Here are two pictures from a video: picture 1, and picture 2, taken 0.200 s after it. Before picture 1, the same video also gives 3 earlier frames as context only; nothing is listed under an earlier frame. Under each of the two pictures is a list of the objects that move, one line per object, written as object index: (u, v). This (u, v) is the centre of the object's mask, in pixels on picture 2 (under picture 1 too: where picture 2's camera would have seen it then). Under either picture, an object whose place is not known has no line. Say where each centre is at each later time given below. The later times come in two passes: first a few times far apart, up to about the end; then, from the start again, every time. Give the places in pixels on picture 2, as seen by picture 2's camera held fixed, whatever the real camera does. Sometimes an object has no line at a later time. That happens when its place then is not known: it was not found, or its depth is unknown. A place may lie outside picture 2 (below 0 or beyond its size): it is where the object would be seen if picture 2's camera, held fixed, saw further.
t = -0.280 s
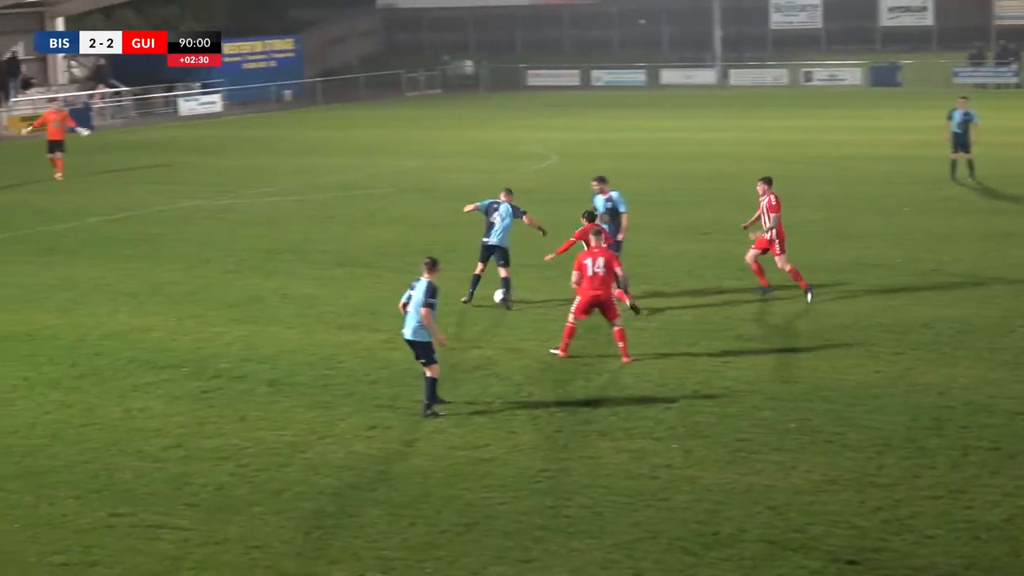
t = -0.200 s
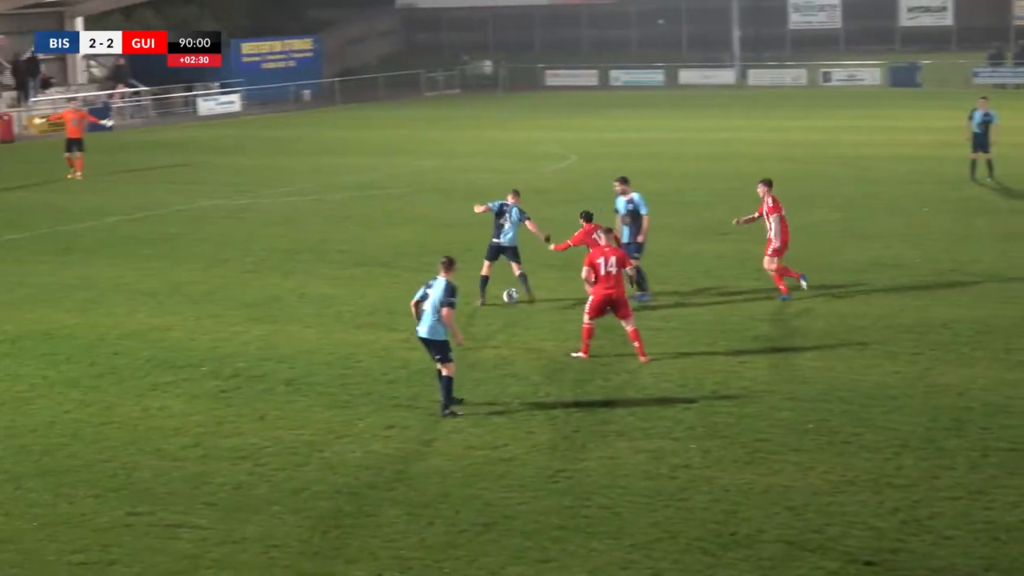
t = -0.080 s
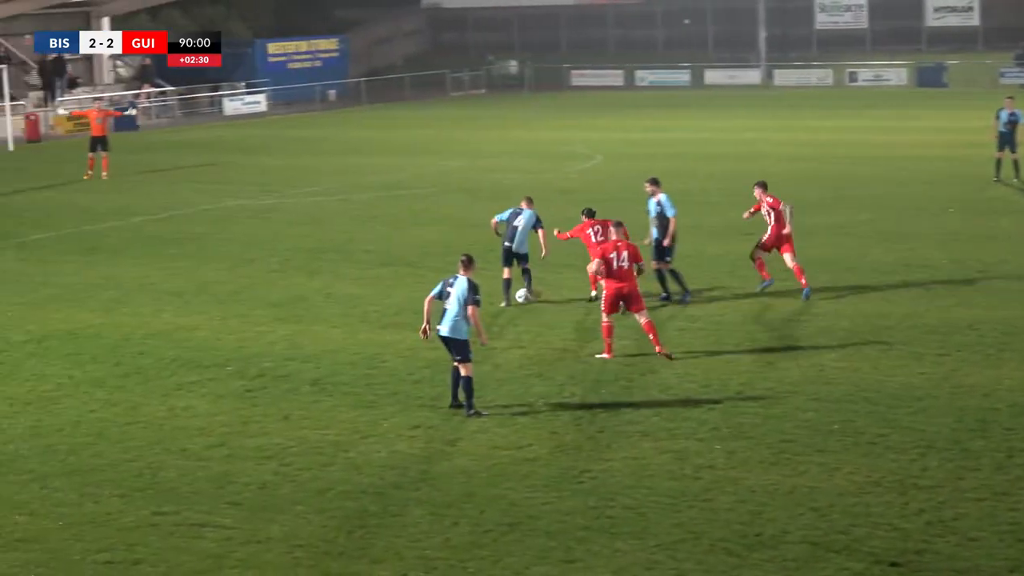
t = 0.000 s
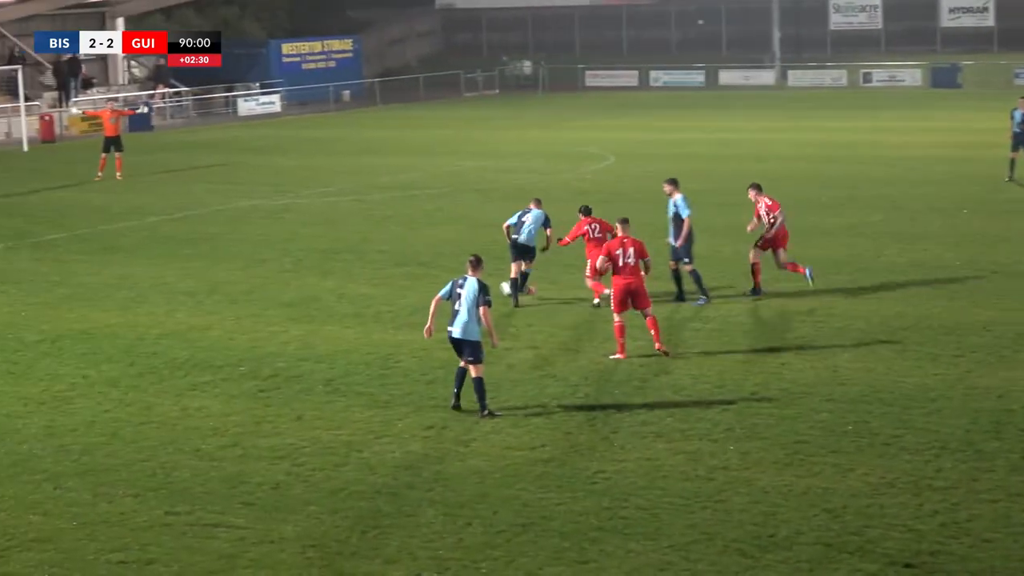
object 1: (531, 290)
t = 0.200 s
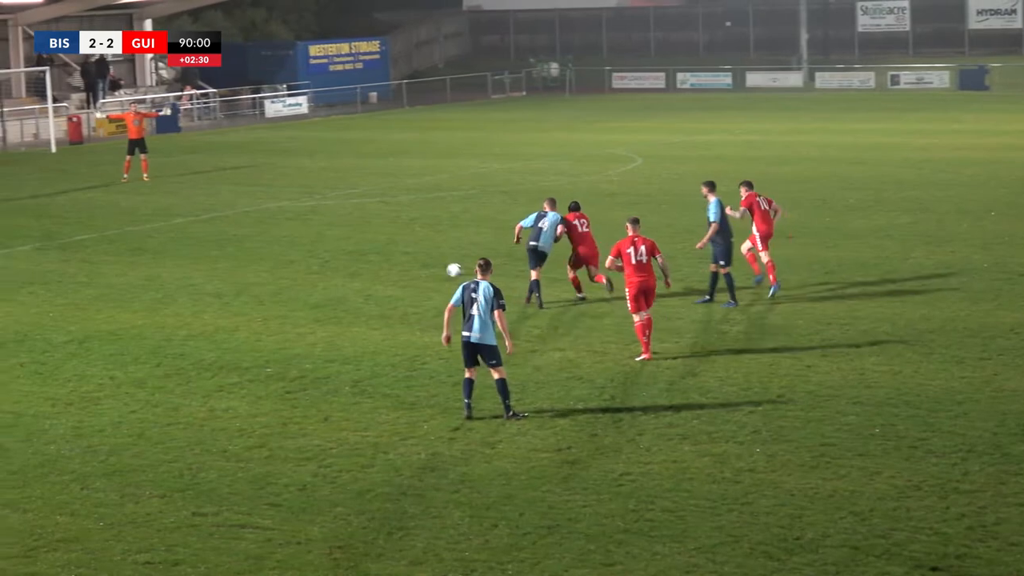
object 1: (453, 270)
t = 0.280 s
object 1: (428, 261)
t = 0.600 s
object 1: (337, 242)
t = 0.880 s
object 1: (277, 230)
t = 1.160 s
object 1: (231, 222)
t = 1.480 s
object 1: (193, 214)
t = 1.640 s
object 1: (175, 211)
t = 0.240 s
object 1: (441, 265)
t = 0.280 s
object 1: (428, 261)
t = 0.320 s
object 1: (415, 258)
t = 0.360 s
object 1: (403, 256)
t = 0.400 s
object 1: (391, 254)
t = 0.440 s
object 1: (379, 251)
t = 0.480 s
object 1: (368, 248)
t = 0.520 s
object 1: (358, 246)
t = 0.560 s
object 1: (348, 244)
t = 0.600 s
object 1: (337, 242)
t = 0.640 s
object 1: (328, 240)
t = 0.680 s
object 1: (319, 237)
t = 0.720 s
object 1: (310, 235)
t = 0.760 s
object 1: (301, 233)
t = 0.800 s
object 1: (292, 233)
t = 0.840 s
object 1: (284, 232)
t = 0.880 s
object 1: (277, 230)
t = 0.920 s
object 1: (269, 229)
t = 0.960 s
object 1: (262, 228)
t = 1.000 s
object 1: (255, 227)
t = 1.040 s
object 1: (248, 225)
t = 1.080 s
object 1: (242, 224)
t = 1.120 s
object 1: (237, 223)
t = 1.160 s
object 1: (231, 222)
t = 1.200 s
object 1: (225, 221)
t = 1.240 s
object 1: (220, 219)
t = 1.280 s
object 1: (215, 218)
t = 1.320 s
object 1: (210, 218)
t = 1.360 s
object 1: (206, 217)
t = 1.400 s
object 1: (201, 217)
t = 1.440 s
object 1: (197, 215)
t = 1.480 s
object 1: (193, 214)
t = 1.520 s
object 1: (188, 214)
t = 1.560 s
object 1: (184, 213)
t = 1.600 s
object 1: (180, 212)
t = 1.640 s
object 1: (175, 211)
